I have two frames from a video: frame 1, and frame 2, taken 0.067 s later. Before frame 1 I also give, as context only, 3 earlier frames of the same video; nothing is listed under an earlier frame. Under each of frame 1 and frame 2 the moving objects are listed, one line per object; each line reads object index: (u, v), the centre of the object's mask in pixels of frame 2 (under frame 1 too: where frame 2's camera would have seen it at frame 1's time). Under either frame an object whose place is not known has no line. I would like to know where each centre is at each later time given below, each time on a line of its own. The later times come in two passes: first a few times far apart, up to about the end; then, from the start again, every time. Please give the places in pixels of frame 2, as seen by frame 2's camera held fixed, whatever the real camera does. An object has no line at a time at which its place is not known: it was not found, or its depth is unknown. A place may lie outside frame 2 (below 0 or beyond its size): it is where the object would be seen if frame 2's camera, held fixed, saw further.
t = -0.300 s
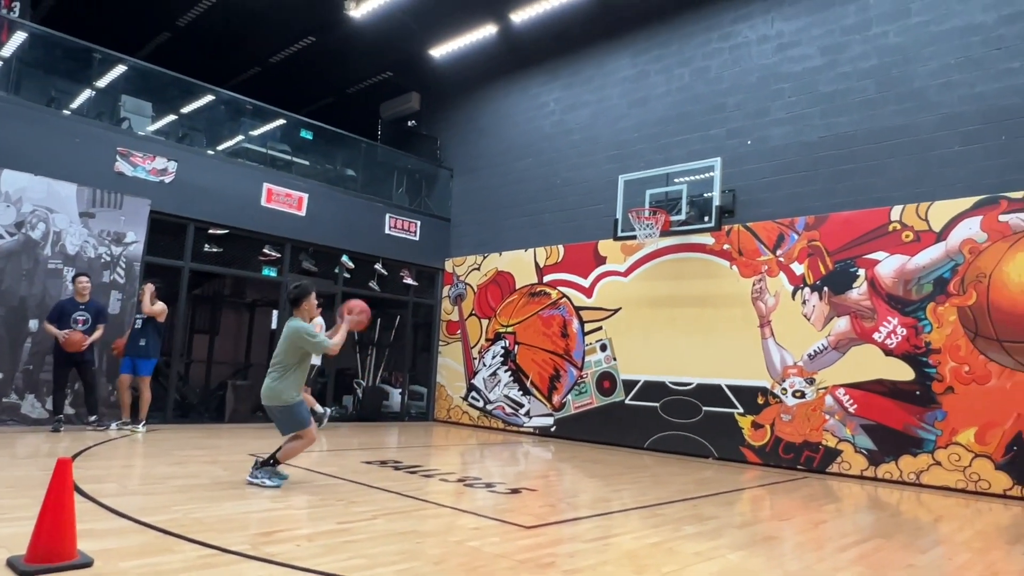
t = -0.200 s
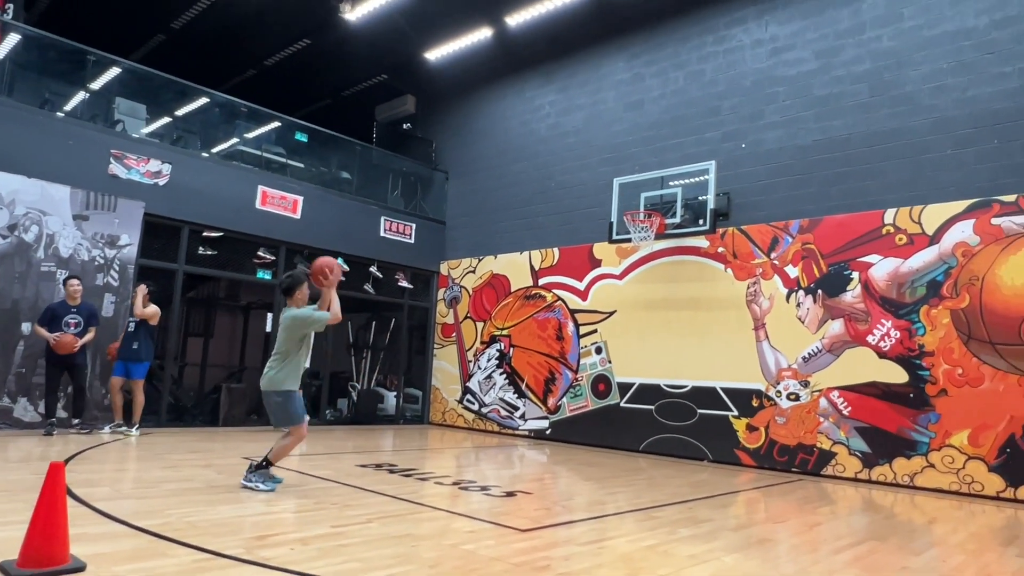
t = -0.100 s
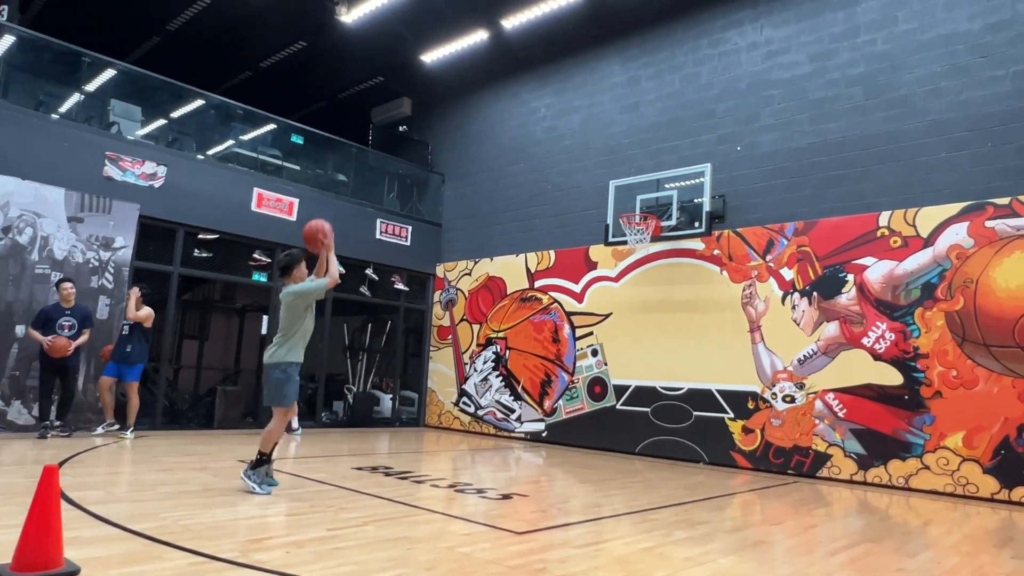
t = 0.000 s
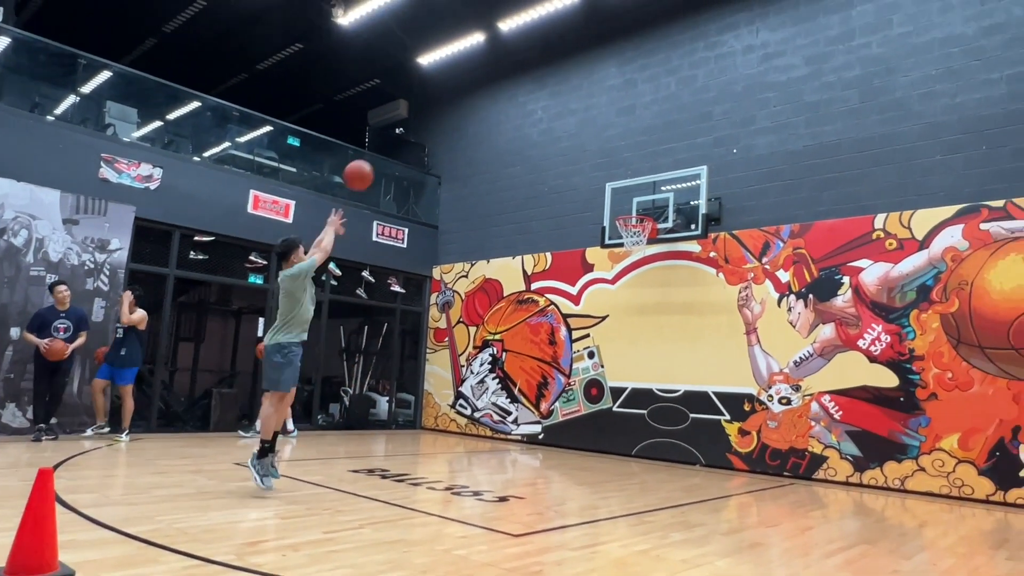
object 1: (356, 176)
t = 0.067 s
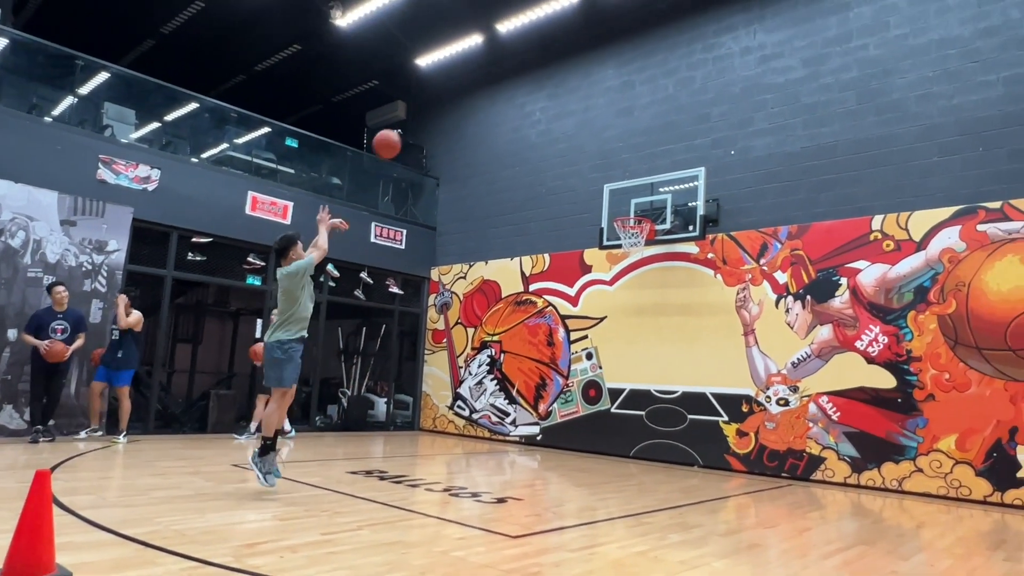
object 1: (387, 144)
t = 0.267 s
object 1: (461, 86)
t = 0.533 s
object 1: (535, 76)
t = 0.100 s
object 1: (401, 131)
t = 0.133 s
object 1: (414, 119)
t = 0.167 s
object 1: (427, 108)
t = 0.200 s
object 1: (439, 100)
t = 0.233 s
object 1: (450, 92)
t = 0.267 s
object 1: (461, 86)
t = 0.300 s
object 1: (471, 81)
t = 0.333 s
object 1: (481, 77)
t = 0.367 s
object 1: (491, 74)
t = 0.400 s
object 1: (500, 73)
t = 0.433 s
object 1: (509, 72)
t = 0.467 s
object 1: (518, 73)
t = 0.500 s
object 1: (527, 74)
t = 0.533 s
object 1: (535, 76)
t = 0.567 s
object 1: (542, 80)
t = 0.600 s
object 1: (550, 83)
